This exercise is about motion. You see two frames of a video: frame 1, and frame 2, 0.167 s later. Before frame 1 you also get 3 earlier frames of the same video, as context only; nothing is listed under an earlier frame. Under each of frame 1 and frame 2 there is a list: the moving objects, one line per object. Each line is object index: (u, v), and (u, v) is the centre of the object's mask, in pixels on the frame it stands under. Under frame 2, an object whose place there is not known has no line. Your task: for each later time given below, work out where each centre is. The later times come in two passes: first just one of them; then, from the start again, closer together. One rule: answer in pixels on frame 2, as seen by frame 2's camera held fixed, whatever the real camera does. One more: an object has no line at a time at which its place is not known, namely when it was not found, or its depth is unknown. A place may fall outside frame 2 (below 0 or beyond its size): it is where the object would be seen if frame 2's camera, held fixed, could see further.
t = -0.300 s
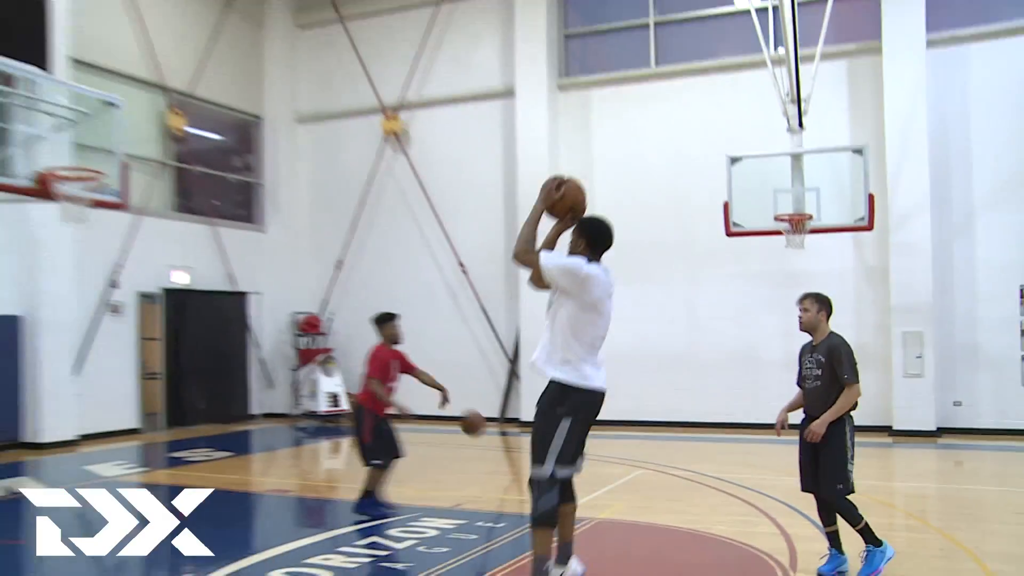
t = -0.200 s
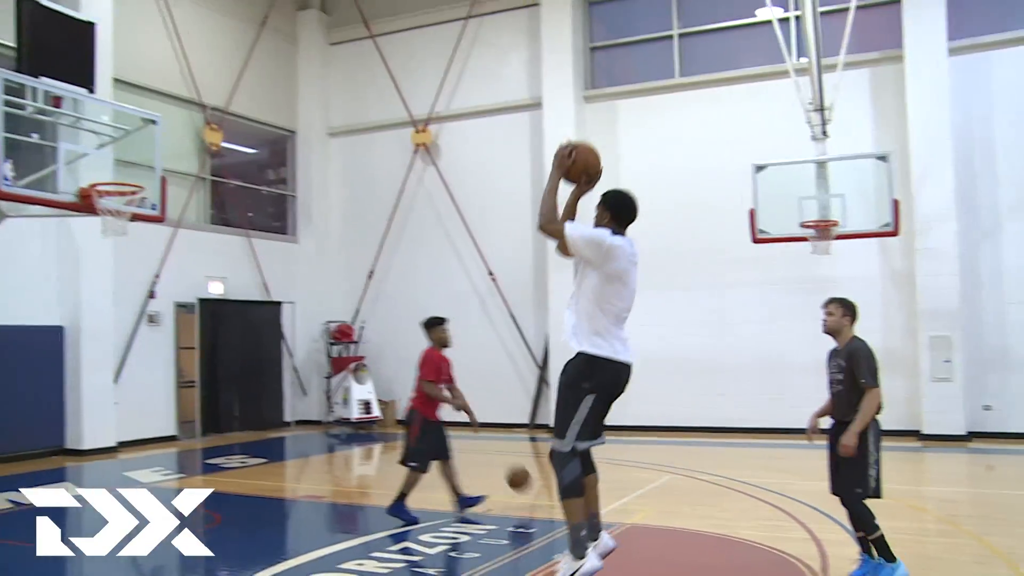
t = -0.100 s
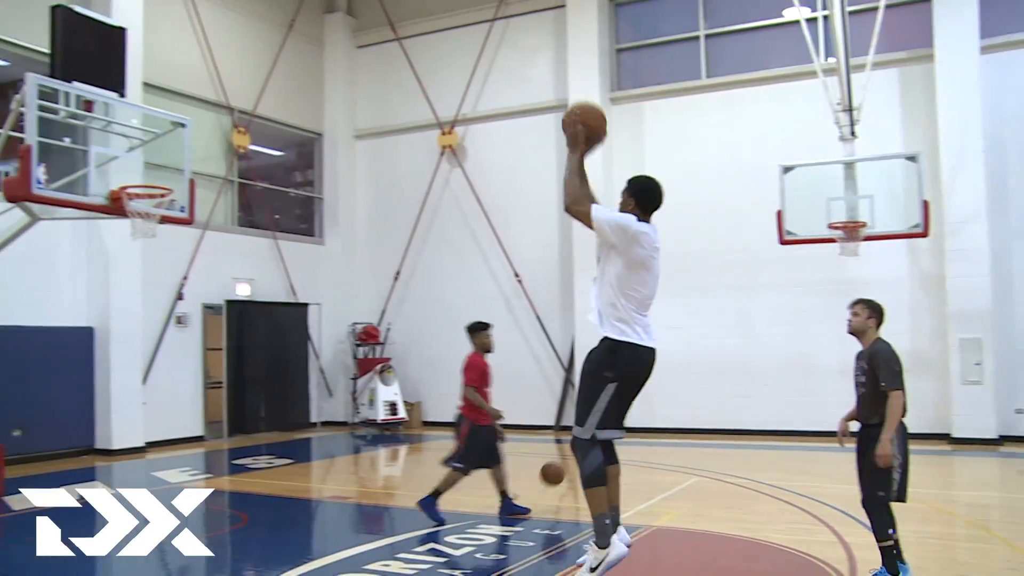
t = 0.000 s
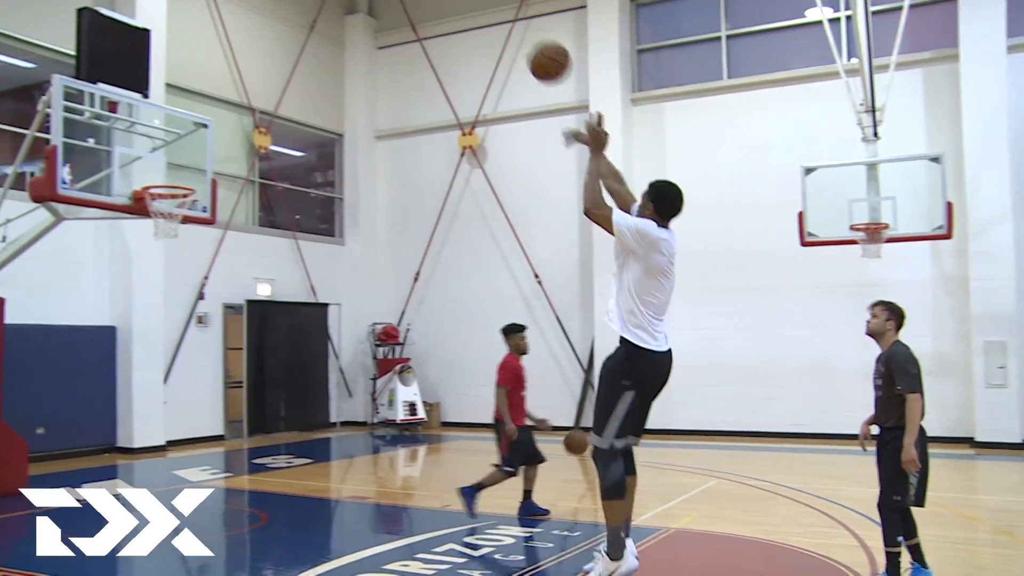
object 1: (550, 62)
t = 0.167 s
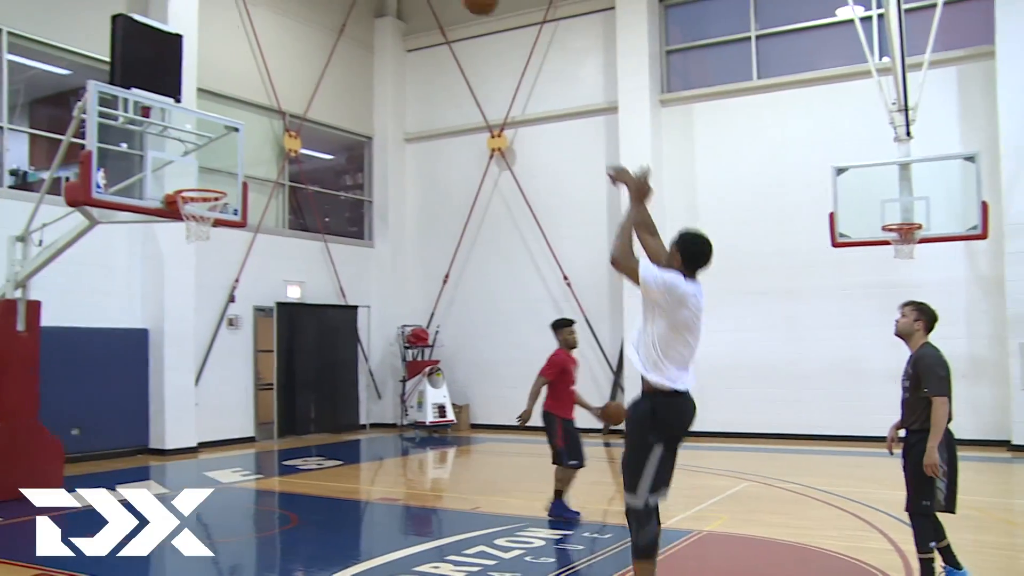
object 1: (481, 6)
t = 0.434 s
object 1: (364, -3)
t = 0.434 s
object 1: (364, -3)
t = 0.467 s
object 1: (352, -1)
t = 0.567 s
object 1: (318, 14)
